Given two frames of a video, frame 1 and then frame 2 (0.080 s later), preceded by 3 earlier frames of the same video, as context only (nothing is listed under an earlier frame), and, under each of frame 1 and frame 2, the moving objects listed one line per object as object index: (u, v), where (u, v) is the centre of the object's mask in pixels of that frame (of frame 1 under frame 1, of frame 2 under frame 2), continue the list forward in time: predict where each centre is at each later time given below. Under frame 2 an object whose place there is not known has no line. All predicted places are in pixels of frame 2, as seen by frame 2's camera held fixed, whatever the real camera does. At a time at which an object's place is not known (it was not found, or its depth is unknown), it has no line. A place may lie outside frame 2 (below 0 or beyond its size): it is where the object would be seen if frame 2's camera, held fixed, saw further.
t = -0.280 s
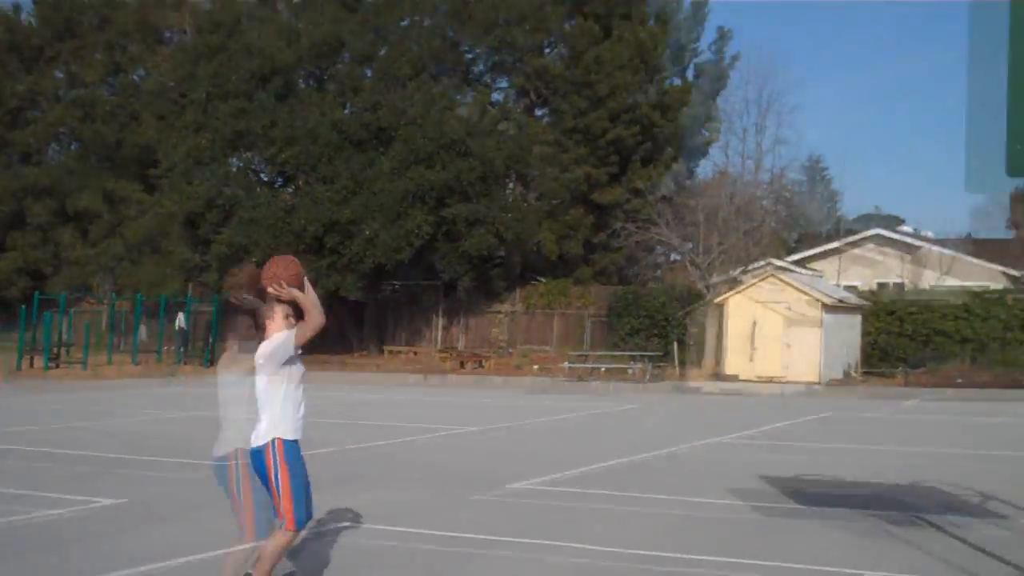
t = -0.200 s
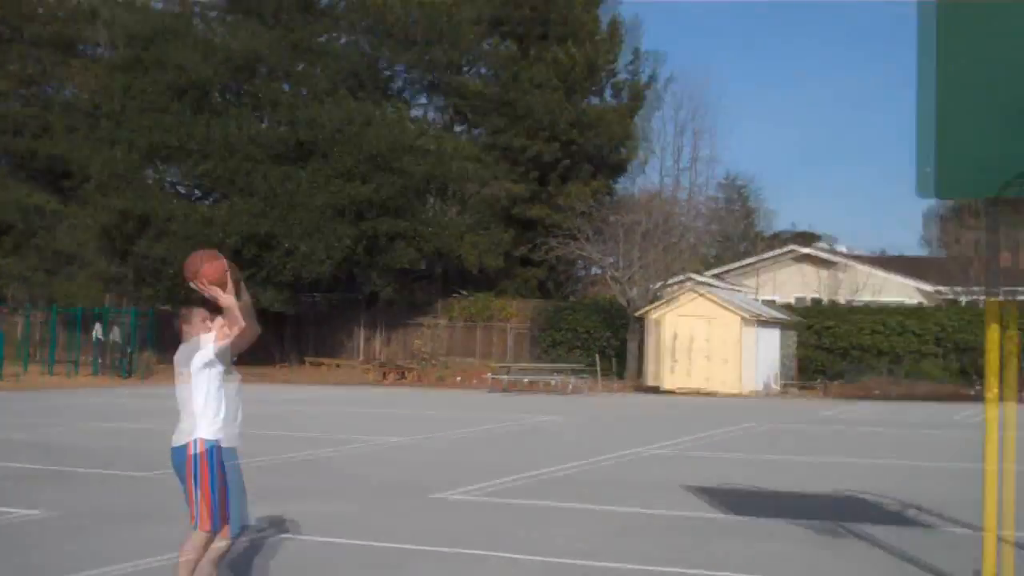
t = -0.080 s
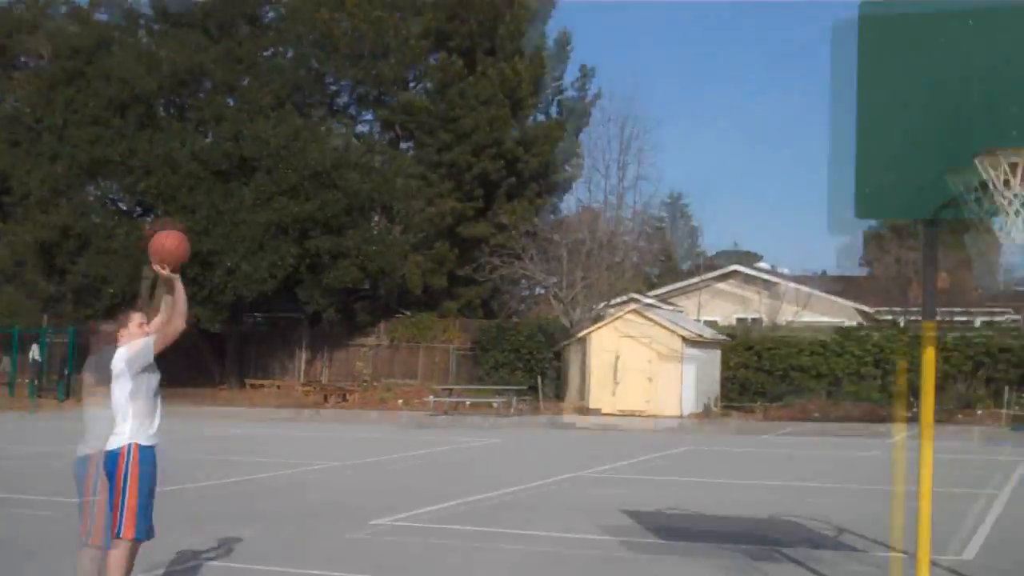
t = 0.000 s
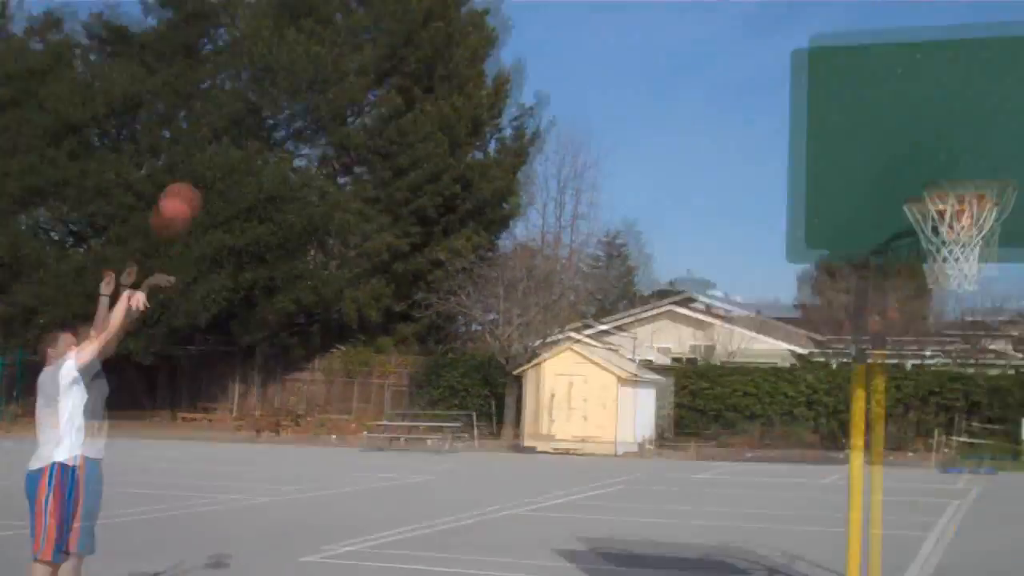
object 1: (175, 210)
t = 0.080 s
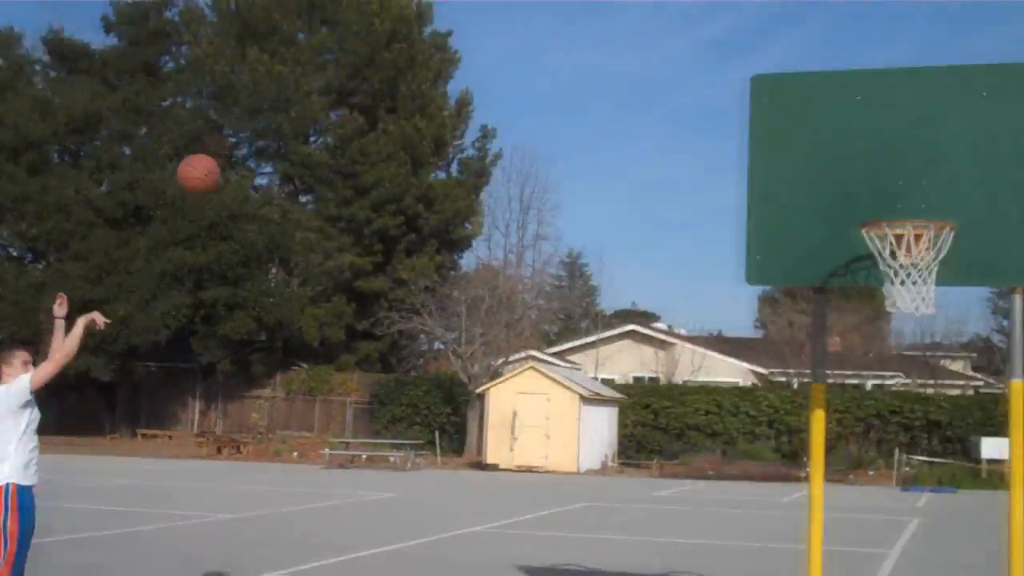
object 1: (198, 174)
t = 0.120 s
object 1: (227, 154)
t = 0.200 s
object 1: (305, 109)
